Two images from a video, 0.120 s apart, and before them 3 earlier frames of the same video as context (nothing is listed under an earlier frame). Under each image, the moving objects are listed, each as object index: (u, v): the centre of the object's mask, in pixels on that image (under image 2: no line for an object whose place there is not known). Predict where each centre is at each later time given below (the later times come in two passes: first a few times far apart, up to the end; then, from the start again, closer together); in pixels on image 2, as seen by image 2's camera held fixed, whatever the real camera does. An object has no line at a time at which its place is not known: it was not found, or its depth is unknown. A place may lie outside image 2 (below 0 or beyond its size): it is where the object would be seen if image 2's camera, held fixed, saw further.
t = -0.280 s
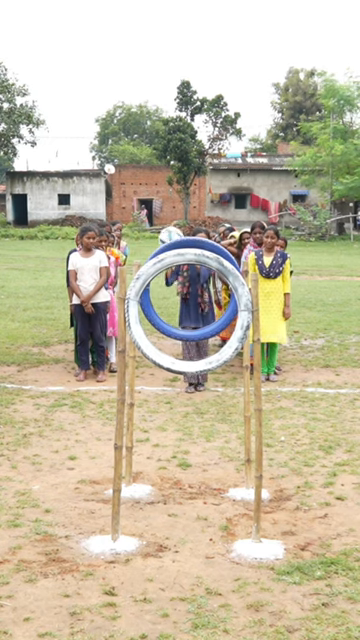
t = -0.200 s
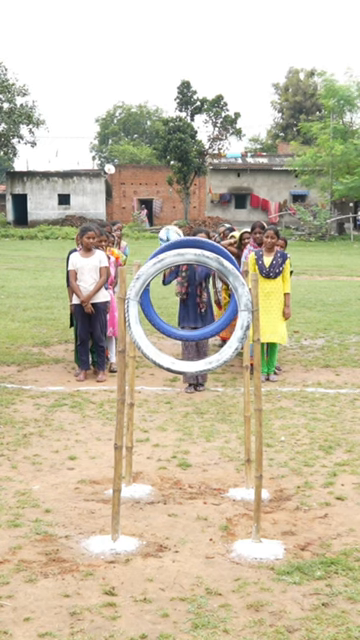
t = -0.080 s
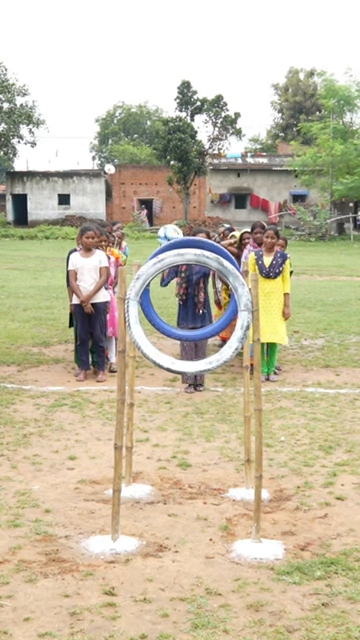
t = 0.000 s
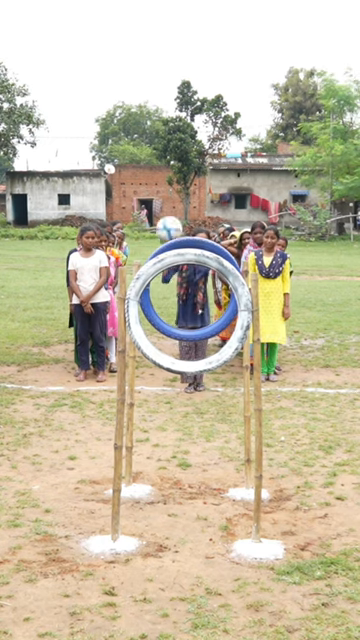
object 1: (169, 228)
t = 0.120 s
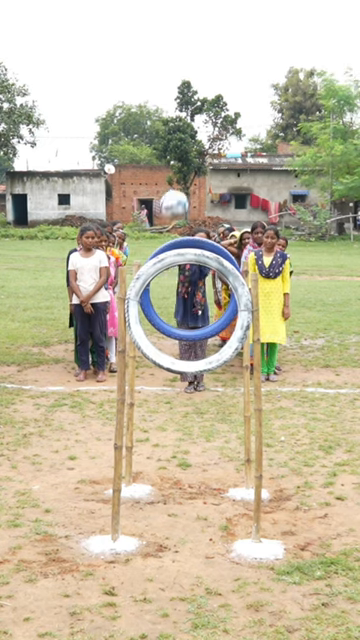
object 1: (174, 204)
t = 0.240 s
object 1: (180, 192)
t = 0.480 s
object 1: (199, 225)
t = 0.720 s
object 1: (194, 349)
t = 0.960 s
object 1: (139, 493)
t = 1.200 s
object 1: (44, 386)
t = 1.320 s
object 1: (9, 376)
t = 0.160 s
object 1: (176, 198)
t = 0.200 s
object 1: (178, 194)
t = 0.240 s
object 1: (180, 192)
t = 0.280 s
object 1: (182, 193)
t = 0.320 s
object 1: (185, 194)
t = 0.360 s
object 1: (188, 198)
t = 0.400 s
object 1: (191, 206)
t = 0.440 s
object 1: (194, 216)
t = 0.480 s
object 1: (199, 225)
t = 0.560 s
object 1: (200, 277)
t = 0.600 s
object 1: (210, 289)
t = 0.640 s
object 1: (207, 312)
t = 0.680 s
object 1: (200, 333)
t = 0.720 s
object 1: (194, 349)
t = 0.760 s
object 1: (186, 395)
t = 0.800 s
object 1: (181, 428)
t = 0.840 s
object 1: (173, 473)
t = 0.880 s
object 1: (166, 522)
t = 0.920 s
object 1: (153, 519)
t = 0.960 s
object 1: (139, 493)
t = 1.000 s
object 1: (124, 466)
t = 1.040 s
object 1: (109, 446)
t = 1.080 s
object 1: (94, 426)
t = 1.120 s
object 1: (77, 409)
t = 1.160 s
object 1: (61, 395)
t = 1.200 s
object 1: (44, 386)
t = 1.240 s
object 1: (27, 379)
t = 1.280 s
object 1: (17, 375)
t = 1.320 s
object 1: (9, 376)
